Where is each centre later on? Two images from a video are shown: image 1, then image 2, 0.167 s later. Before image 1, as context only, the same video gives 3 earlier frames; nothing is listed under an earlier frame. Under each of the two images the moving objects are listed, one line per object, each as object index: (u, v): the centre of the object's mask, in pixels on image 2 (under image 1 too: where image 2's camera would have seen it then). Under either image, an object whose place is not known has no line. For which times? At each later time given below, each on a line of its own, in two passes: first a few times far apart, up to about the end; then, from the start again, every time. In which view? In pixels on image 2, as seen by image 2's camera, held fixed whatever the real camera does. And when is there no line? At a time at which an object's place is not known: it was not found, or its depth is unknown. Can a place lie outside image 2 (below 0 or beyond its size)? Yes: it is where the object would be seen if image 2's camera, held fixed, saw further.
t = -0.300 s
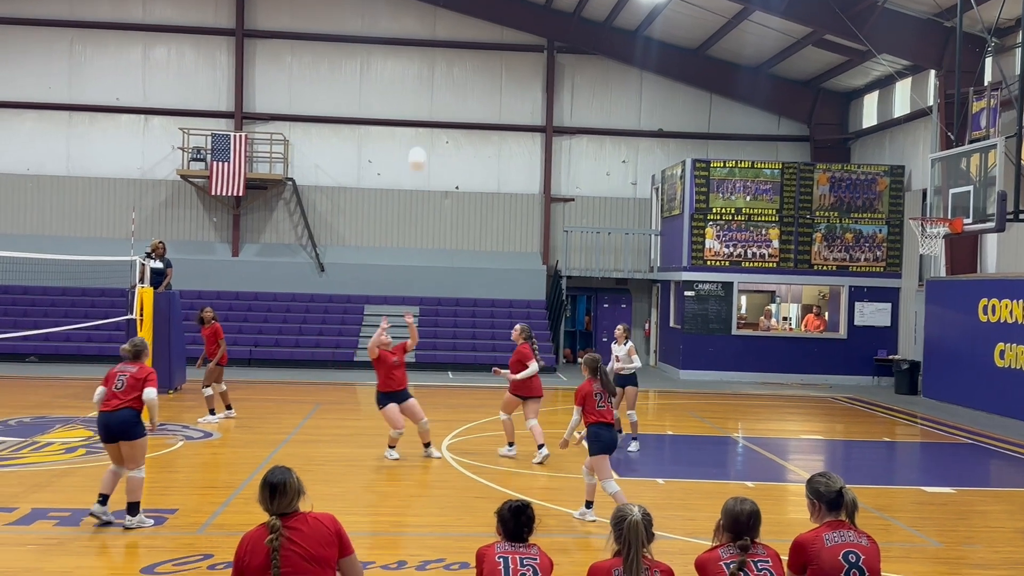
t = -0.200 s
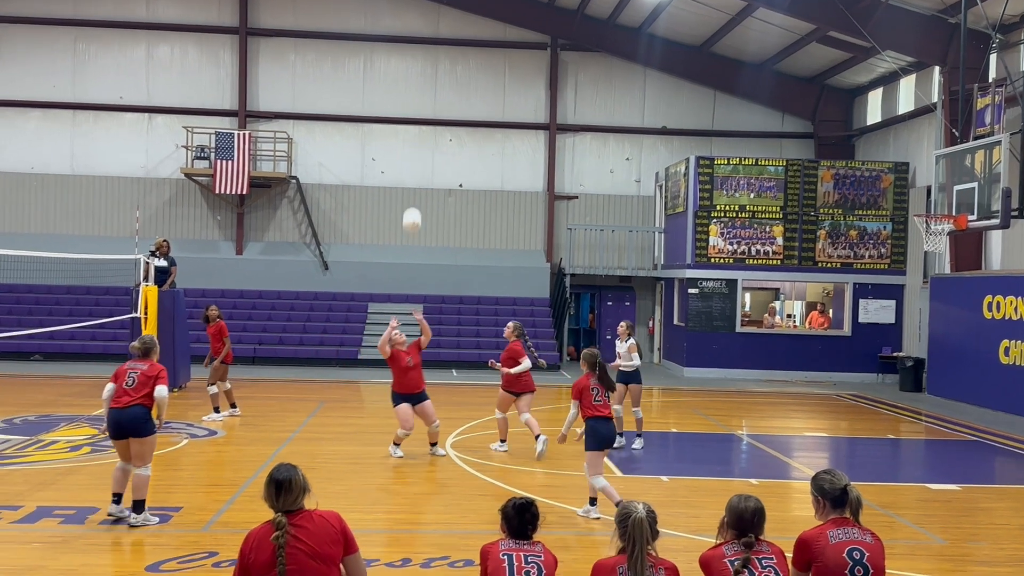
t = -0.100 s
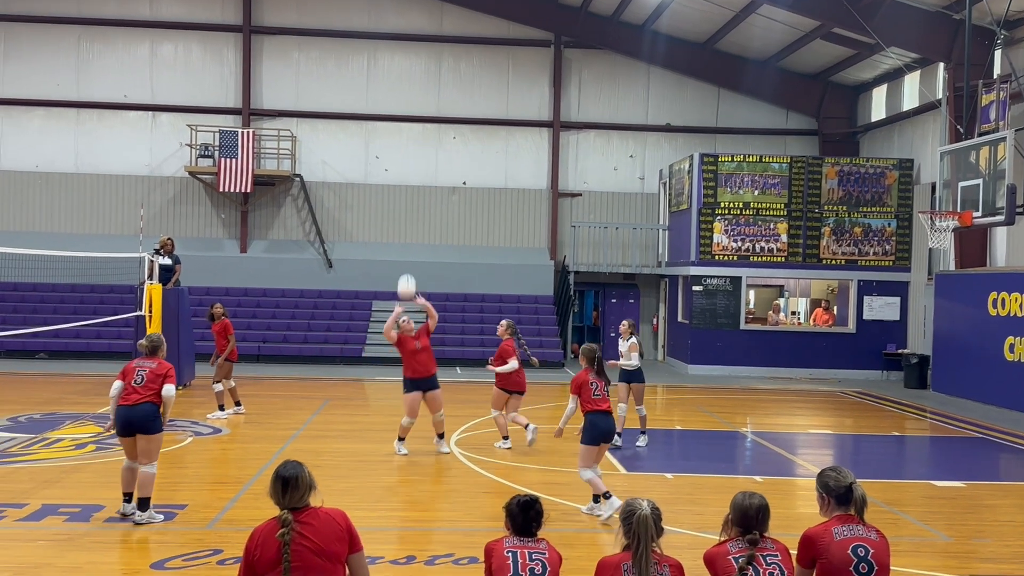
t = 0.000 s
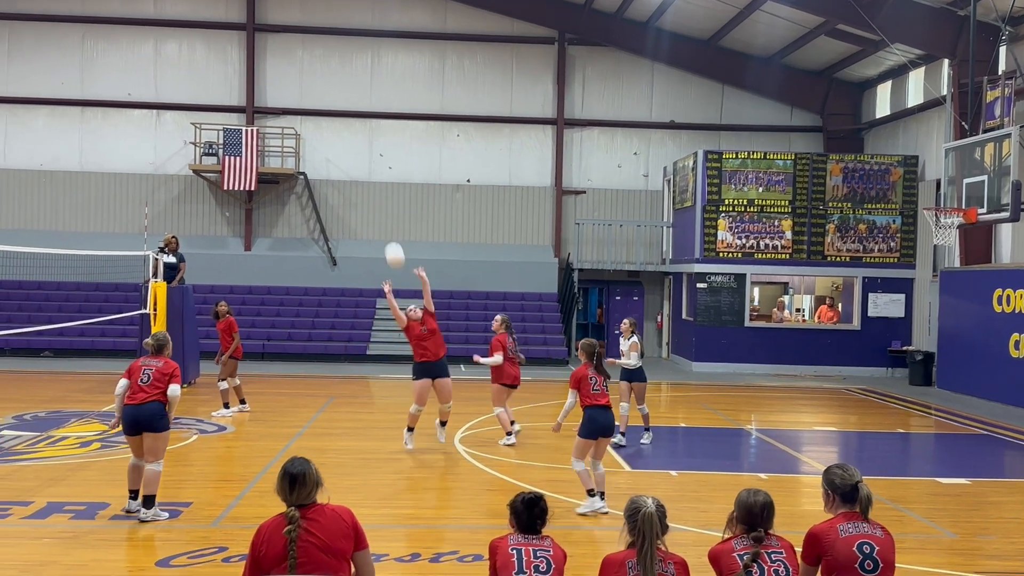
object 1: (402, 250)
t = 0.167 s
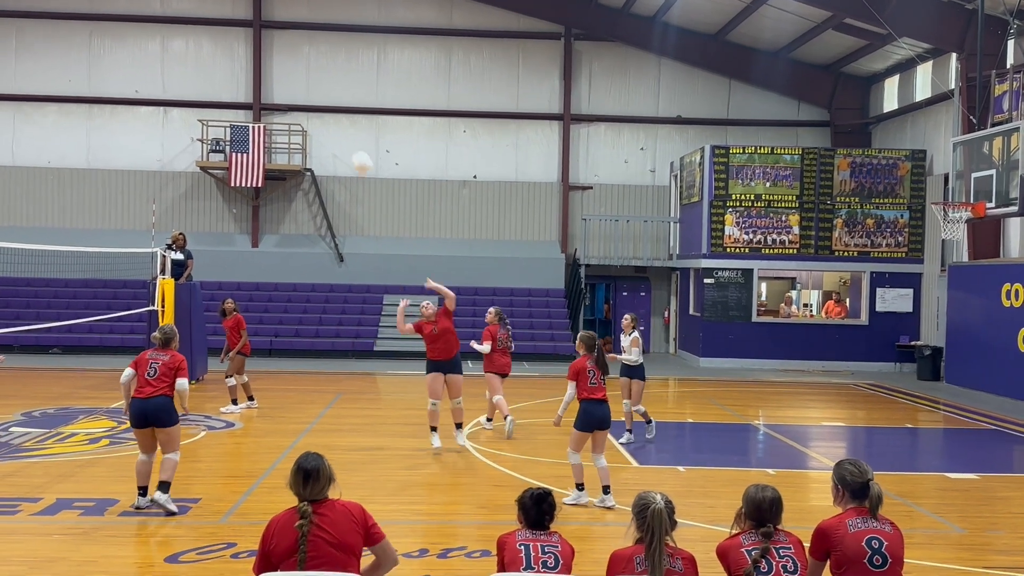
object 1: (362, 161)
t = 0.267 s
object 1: (337, 118)
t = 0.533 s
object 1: (267, 51)
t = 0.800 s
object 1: (191, 48)
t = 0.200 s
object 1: (354, 146)
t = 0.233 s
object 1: (346, 132)
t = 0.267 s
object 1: (337, 118)
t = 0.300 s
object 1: (328, 107)
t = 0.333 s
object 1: (321, 98)
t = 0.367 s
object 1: (312, 87)
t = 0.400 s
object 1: (303, 77)
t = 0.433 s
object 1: (294, 67)
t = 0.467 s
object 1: (285, 60)
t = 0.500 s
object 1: (276, 56)
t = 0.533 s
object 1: (267, 51)
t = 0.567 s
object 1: (258, 47)
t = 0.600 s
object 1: (249, 44)
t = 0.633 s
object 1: (240, 40)
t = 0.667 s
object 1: (230, 41)
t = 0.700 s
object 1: (220, 40)
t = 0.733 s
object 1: (211, 42)
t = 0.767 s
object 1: (201, 44)
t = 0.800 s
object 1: (191, 48)
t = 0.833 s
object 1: (181, 52)
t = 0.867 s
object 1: (171, 58)
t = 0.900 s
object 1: (161, 65)
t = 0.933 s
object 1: (151, 74)
